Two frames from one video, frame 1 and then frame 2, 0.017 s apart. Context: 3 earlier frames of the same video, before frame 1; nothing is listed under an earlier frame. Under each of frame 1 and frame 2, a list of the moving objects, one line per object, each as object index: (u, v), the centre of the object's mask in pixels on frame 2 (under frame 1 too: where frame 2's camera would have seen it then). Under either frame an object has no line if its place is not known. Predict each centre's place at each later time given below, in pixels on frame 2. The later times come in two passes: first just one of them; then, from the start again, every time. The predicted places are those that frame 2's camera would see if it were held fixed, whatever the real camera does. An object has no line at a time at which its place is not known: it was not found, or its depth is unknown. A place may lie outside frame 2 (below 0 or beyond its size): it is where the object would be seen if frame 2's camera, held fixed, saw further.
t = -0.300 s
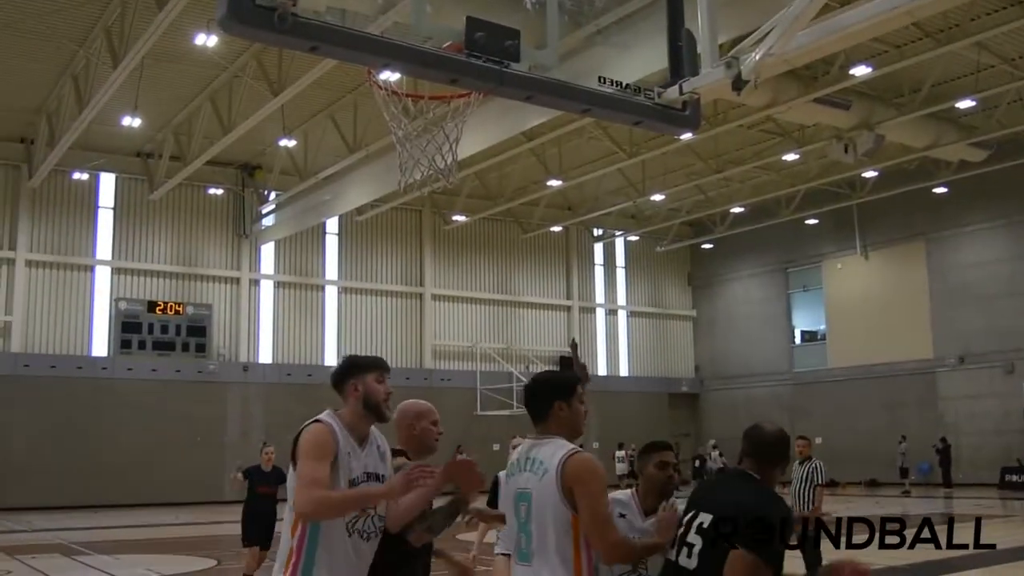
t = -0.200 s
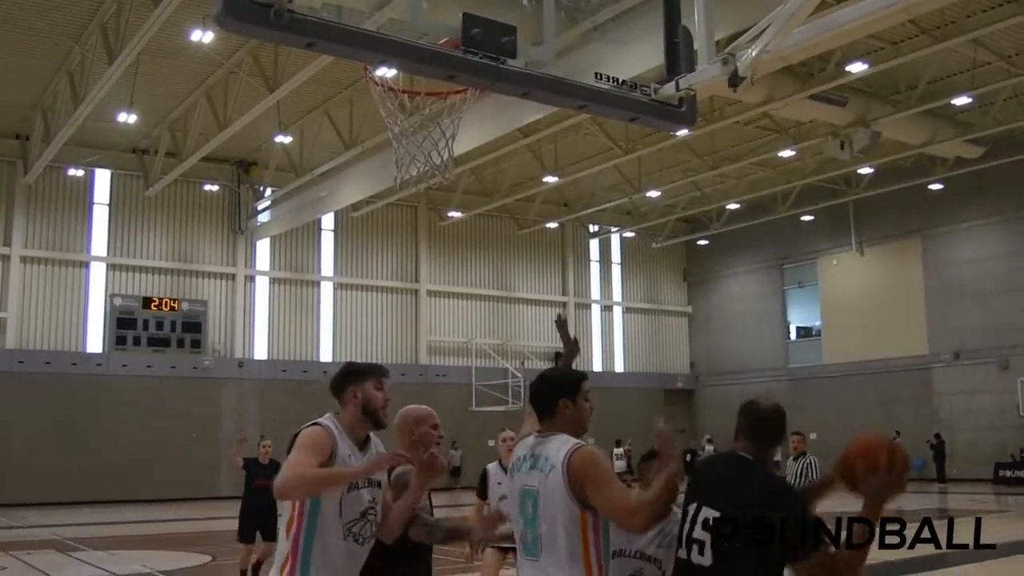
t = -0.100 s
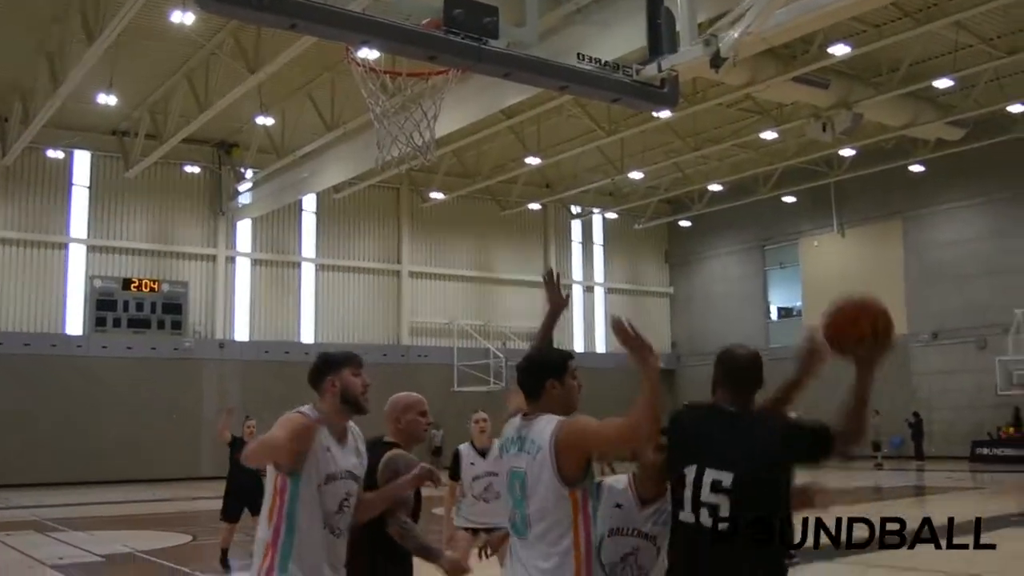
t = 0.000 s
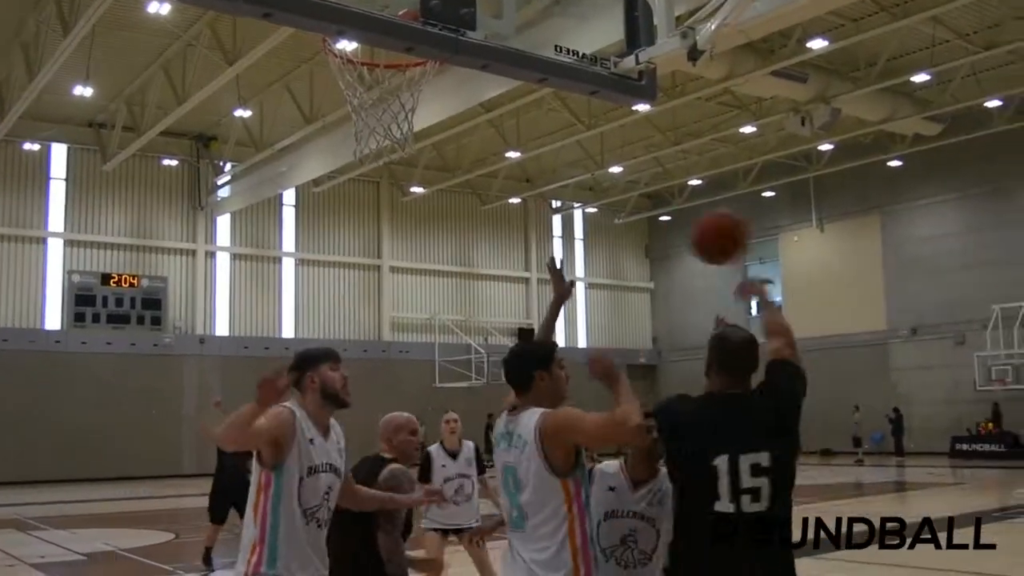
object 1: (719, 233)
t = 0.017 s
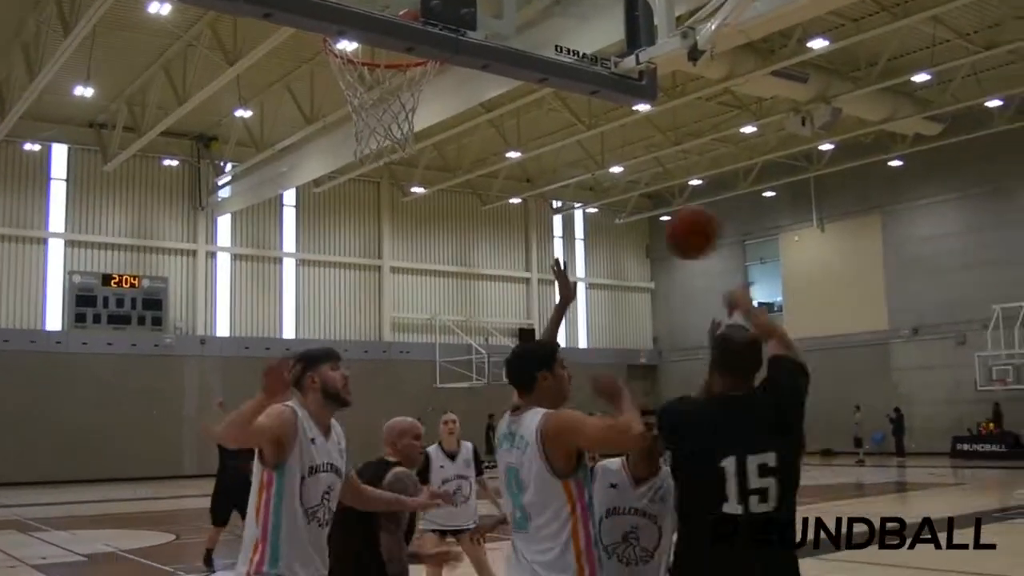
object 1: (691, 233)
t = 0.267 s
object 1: (424, 237)
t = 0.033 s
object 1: (666, 235)
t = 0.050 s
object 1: (640, 227)
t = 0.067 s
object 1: (621, 226)
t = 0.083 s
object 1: (600, 223)
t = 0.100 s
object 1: (580, 220)
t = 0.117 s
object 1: (557, 220)
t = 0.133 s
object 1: (537, 219)
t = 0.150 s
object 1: (522, 221)
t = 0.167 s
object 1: (507, 222)
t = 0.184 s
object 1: (491, 225)
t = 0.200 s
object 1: (475, 224)
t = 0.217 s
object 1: (461, 227)
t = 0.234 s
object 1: (447, 230)
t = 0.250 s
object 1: (434, 233)
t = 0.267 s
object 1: (424, 237)
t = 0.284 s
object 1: (412, 241)
